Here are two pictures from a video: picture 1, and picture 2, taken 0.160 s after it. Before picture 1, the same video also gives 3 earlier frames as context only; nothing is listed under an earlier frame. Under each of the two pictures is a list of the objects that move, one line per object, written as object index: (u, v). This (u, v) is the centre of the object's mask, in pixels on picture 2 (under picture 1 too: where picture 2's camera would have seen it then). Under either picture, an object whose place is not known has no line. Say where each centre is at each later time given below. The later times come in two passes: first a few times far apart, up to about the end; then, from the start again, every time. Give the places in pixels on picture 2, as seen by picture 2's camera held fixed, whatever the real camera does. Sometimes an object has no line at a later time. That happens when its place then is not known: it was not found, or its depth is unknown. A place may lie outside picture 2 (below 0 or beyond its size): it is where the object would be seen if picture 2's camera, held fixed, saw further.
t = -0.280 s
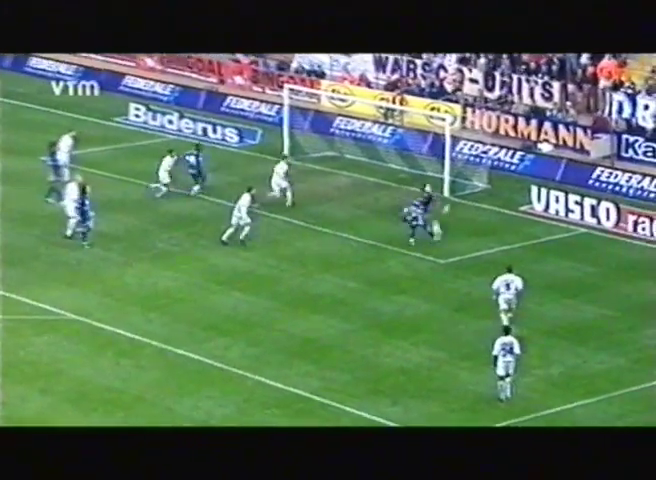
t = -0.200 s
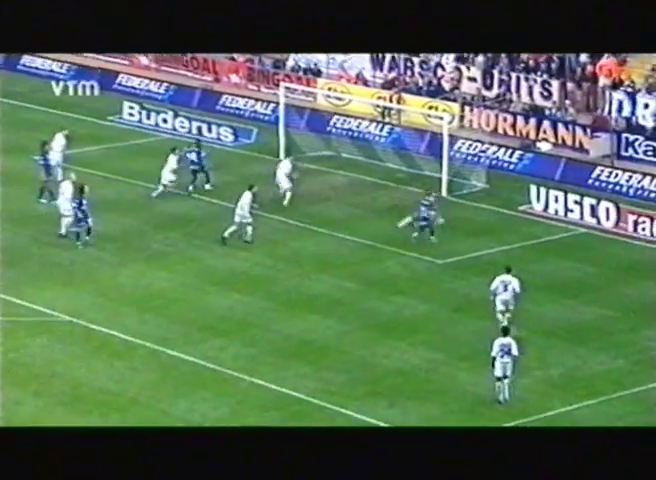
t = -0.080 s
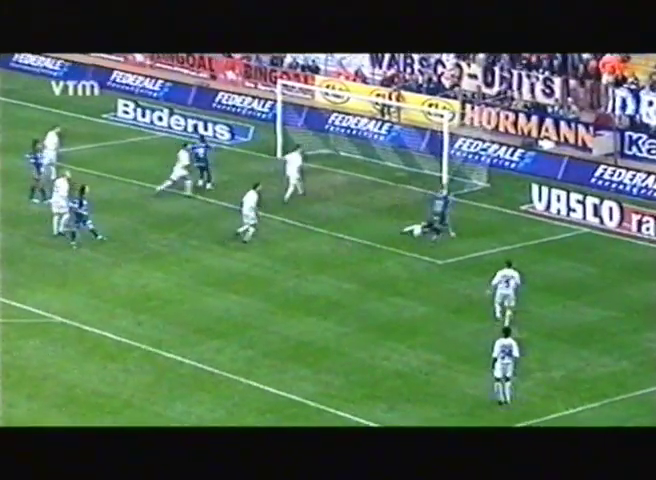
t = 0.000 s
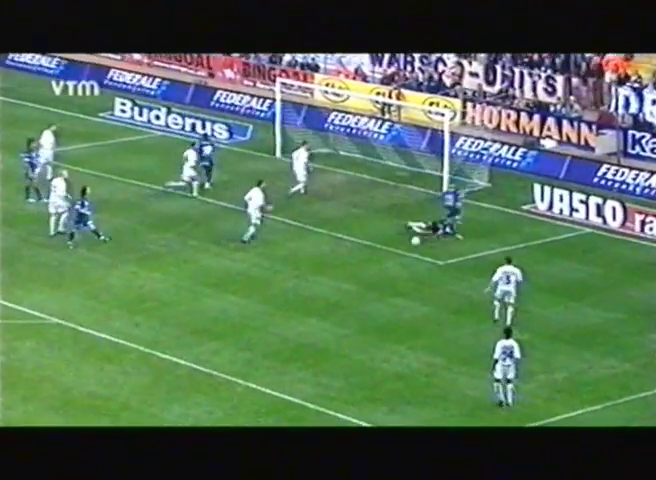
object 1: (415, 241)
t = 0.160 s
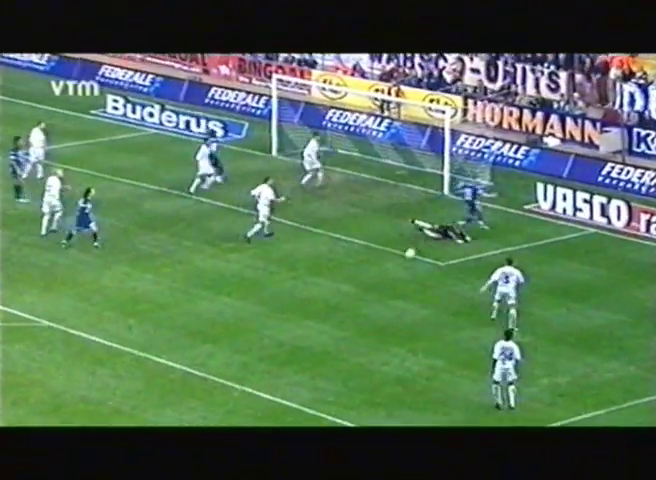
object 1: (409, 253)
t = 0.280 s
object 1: (406, 265)
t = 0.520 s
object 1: (398, 283)
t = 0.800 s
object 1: (394, 301)
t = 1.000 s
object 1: (392, 312)
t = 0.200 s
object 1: (408, 257)
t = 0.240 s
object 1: (407, 262)
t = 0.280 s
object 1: (406, 265)
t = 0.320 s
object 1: (404, 268)
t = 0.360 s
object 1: (403, 271)
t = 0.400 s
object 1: (402, 275)
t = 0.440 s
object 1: (400, 278)
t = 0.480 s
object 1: (399, 280)
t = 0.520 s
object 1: (398, 283)
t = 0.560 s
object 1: (397, 286)
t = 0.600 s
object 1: (396, 289)
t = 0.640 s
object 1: (396, 291)
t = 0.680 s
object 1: (395, 294)
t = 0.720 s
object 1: (394, 297)
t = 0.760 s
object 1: (394, 299)
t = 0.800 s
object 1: (394, 301)
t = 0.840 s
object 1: (393, 303)
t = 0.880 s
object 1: (393, 306)
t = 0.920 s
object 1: (393, 308)
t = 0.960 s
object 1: (393, 310)
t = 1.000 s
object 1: (392, 312)
